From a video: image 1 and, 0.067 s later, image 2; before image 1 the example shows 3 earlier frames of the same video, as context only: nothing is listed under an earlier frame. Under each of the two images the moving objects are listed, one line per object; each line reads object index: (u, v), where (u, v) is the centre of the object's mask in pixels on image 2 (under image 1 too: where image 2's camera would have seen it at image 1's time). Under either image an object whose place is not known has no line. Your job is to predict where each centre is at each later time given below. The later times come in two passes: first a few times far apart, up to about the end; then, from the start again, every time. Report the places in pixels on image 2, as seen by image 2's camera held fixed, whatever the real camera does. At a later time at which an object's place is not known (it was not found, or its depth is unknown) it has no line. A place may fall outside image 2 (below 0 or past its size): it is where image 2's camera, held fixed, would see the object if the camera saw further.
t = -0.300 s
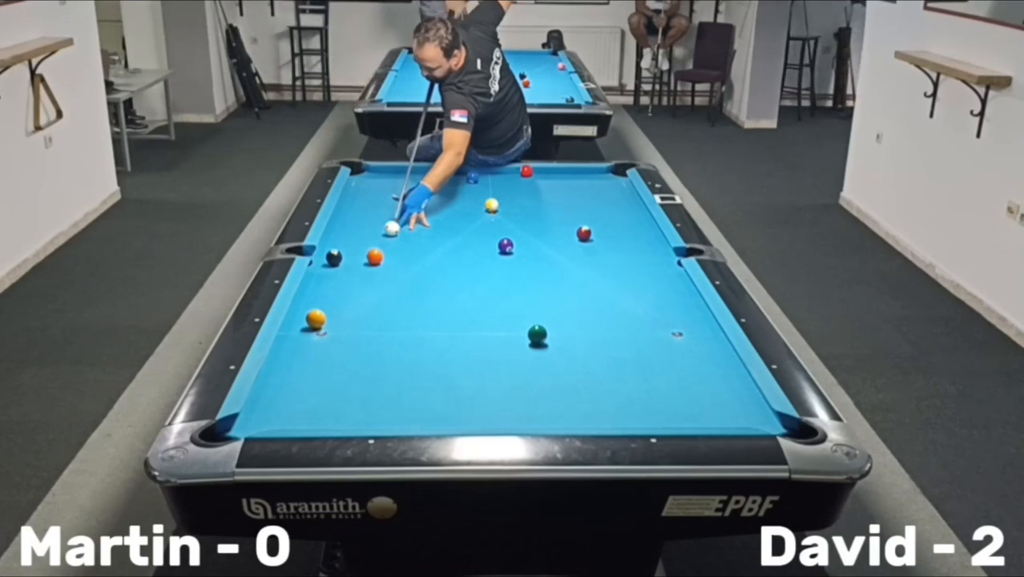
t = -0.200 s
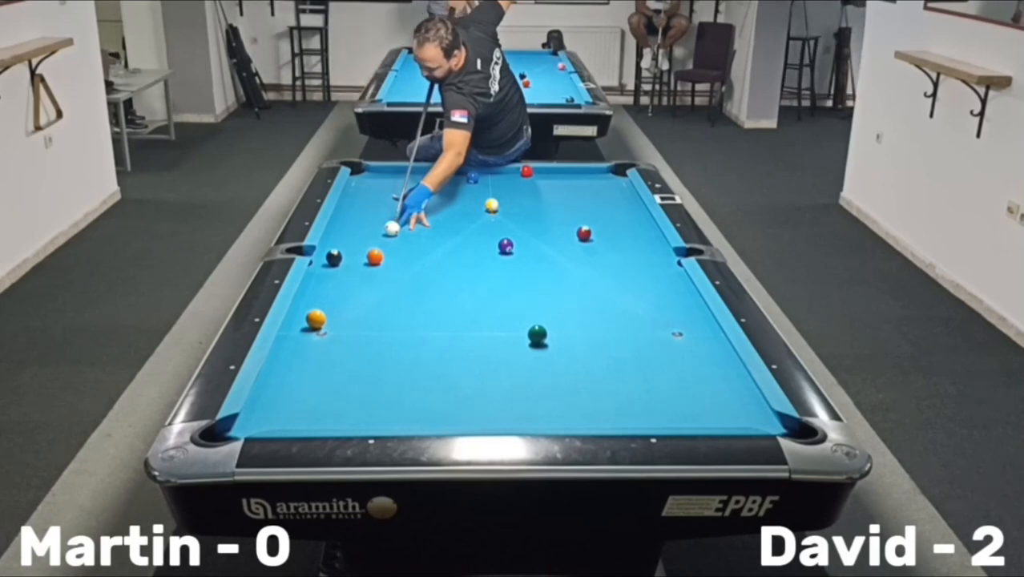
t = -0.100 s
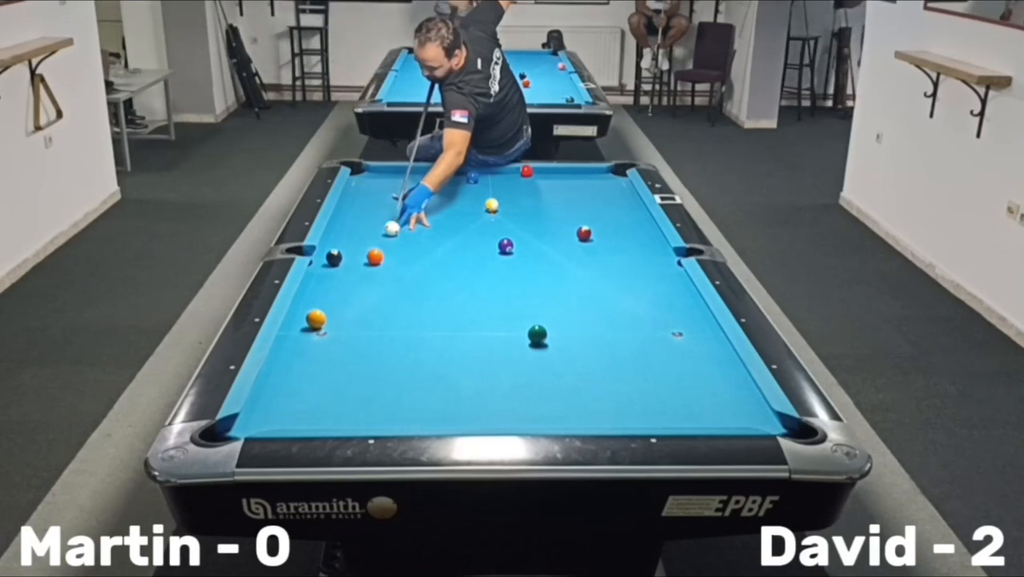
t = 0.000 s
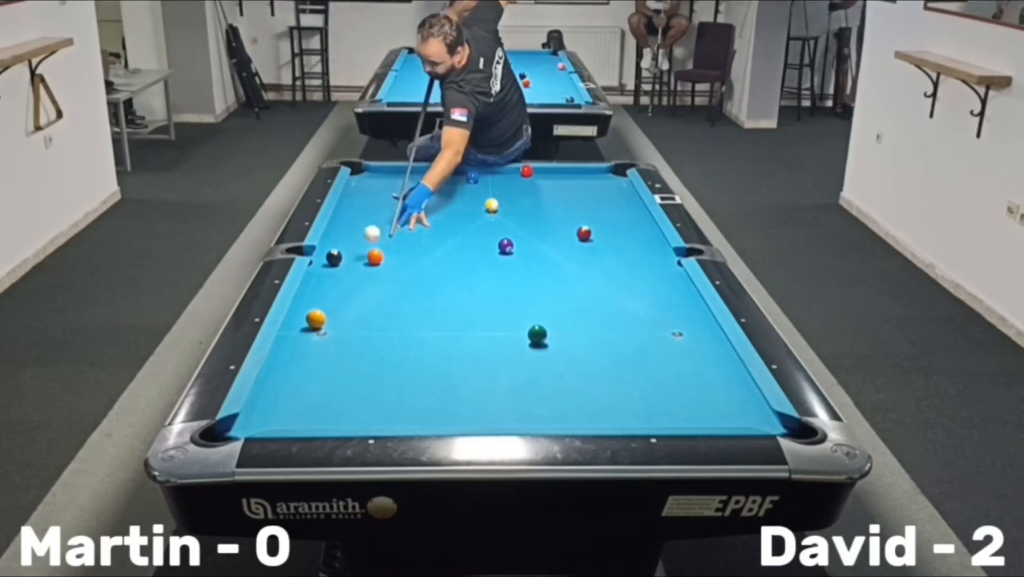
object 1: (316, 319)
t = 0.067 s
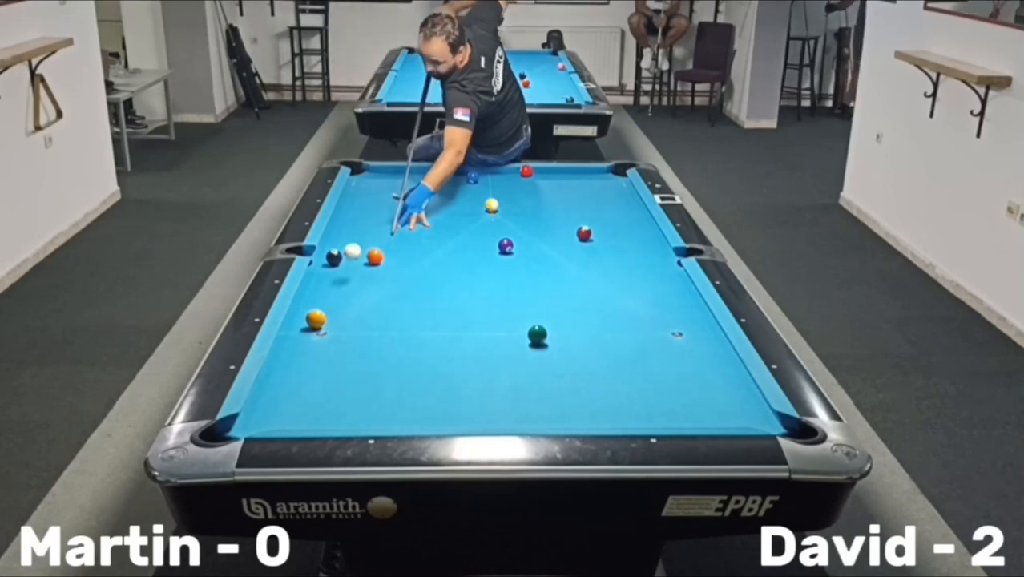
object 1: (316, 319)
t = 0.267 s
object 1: (315, 354)
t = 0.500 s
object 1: (318, 416)
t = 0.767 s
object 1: (346, 360)
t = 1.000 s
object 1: (365, 322)
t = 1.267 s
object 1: (383, 287)
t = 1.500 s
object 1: (396, 261)
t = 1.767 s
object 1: (408, 236)
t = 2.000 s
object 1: (416, 218)
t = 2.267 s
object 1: (425, 200)
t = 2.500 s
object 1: (432, 186)
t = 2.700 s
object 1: (437, 175)
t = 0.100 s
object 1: (316, 319)
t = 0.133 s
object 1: (316, 319)
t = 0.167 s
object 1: (316, 319)
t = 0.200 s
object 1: (316, 328)
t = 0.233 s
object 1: (315, 341)
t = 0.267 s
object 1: (315, 354)
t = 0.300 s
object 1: (314, 367)
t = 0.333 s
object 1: (314, 380)
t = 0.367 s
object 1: (313, 394)
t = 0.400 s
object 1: (313, 407)
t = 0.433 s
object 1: (313, 418)
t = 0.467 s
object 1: (314, 421)
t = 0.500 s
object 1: (318, 416)
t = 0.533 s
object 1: (322, 408)
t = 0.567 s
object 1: (326, 400)
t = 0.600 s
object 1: (330, 393)
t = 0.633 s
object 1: (333, 386)
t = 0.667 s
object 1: (337, 379)
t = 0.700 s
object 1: (340, 373)
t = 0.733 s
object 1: (343, 366)
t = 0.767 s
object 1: (346, 360)
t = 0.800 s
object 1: (349, 354)
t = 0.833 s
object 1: (352, 348)
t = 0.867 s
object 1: (355, 343)
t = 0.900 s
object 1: (358, 337)
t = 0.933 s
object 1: (360, 332)
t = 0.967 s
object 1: (363, 327)
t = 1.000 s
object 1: (365, 322)
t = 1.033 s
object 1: (368, 317)
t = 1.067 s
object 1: (370, 312)
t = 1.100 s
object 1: (372, 308)
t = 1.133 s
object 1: (375, 303)
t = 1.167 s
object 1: (377, 299)
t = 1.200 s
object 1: (379, 295)
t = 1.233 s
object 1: (381, 291)
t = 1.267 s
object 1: (383, 287)
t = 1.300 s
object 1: (385, 283)
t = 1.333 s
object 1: (387, 279)
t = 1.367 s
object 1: (389, 275)
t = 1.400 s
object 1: (390, 272)
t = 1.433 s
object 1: (392, 268)
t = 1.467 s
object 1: (394, 265)
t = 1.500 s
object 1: (396, 261)
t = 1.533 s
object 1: (397, 258)
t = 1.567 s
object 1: (399, 254)
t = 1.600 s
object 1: (400, 251)
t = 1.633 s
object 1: (402, 248)
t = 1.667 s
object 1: (403, 245)
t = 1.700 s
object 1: (405, 242)
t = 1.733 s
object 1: (406, 239)
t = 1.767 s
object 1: (408, 236)
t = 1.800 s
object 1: (409, 234)
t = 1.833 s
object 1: (410, 231)
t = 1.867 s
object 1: (411, 228)
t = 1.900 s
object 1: (413, 226)
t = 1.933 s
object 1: (414, 223)
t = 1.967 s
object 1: (415, 220)
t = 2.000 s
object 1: (416, 218)
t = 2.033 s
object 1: (418, 216)
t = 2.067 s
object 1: (419, 213)
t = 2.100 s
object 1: (420, 211)
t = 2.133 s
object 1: (421, 208)
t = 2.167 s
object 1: (422, 206)
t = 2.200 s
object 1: (423, 204)
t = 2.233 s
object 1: (424, 202)
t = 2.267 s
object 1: (425, 200)
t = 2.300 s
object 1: (426, 198)
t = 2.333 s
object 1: (427, 196)
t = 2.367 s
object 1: (428, 194)
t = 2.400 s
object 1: (429, 192)
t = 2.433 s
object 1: (430, 190)
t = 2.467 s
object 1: (431, 188)
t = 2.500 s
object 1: (432, 186)
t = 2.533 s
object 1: (433, 184)
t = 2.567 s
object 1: (434, 182)
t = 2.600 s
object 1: (435, 181)
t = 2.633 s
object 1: (435, 179)
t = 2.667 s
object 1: (436, 177)
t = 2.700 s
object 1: (437, 175)
